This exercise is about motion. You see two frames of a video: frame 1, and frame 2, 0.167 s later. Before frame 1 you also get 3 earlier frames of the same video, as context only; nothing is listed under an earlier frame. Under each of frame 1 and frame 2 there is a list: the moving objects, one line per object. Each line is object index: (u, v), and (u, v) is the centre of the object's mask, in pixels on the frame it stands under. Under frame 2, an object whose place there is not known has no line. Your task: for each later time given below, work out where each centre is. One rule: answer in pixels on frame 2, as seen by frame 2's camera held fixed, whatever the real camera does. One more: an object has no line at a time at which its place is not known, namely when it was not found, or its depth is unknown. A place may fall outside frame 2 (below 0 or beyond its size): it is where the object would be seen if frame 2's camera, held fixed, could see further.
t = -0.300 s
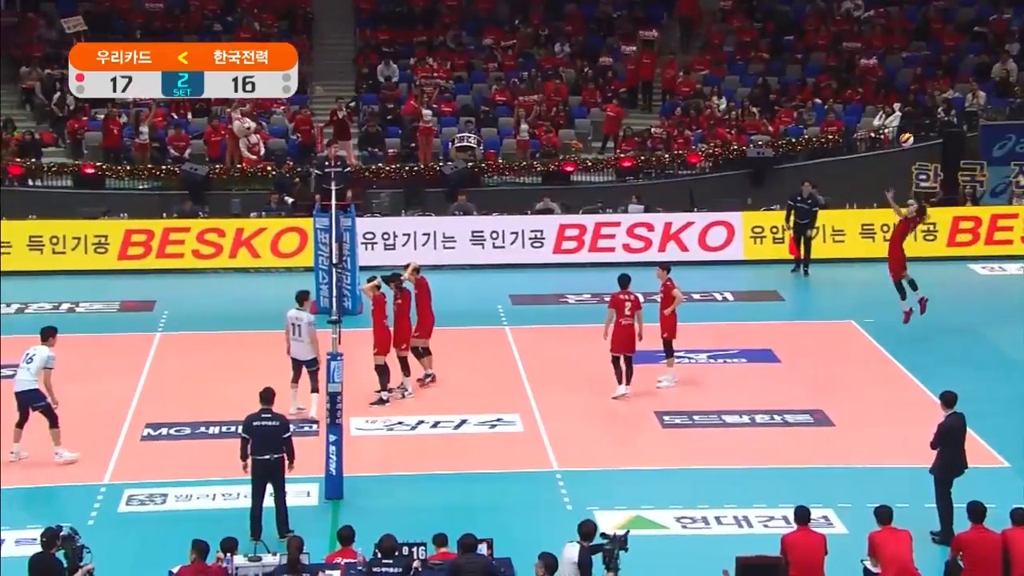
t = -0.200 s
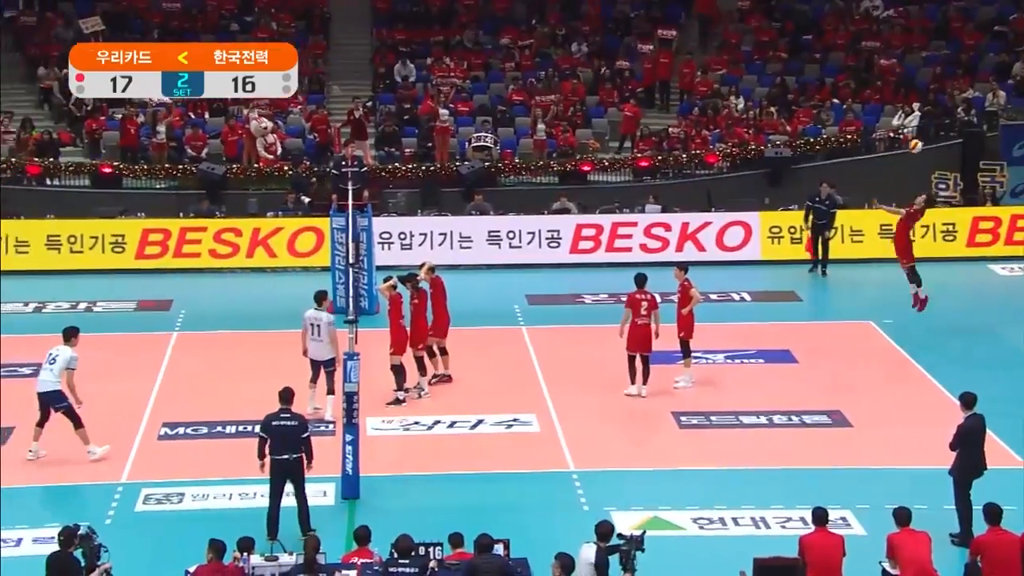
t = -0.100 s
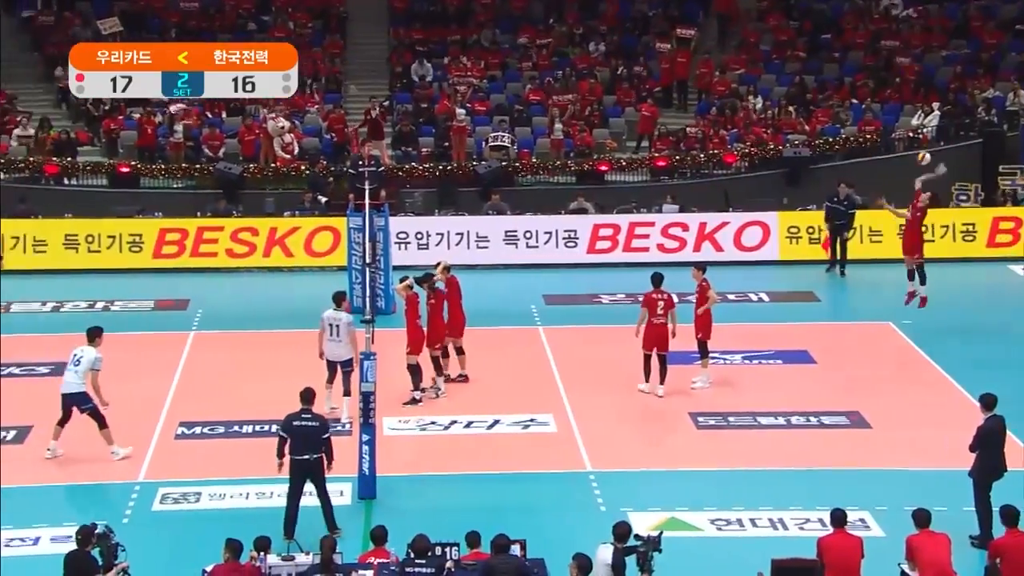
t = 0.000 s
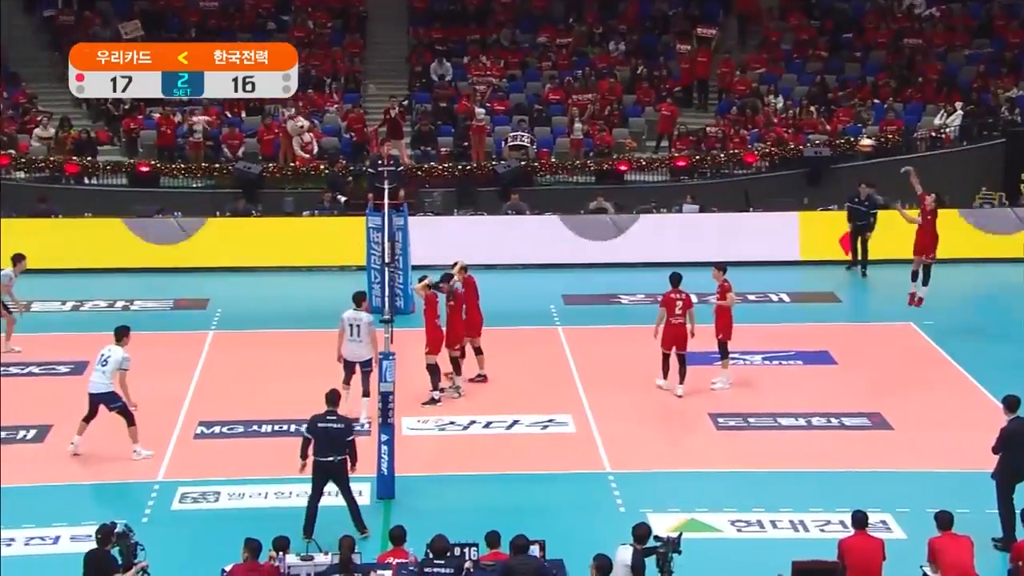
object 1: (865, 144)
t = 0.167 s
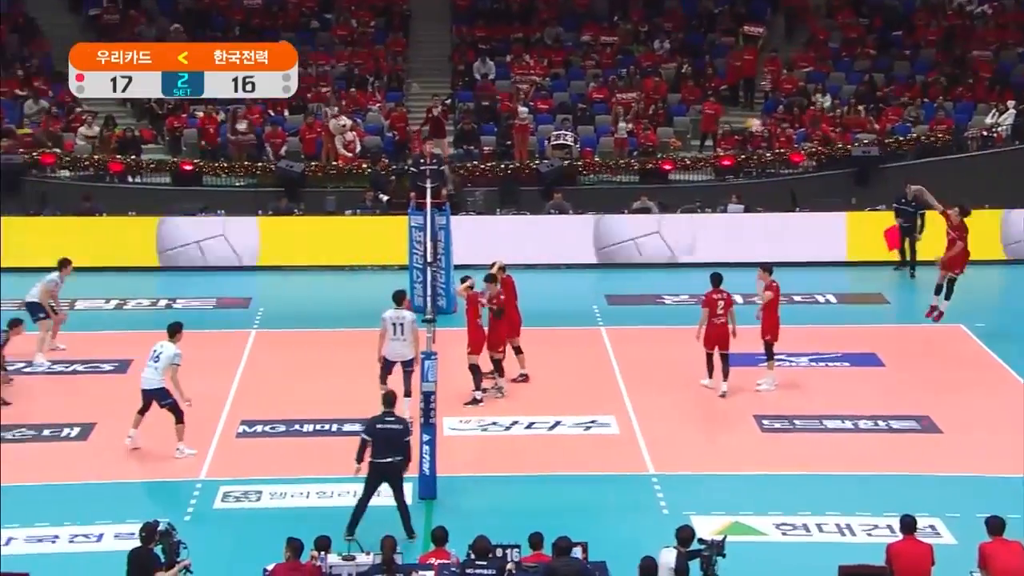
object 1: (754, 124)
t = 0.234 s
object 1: (690, 122)
